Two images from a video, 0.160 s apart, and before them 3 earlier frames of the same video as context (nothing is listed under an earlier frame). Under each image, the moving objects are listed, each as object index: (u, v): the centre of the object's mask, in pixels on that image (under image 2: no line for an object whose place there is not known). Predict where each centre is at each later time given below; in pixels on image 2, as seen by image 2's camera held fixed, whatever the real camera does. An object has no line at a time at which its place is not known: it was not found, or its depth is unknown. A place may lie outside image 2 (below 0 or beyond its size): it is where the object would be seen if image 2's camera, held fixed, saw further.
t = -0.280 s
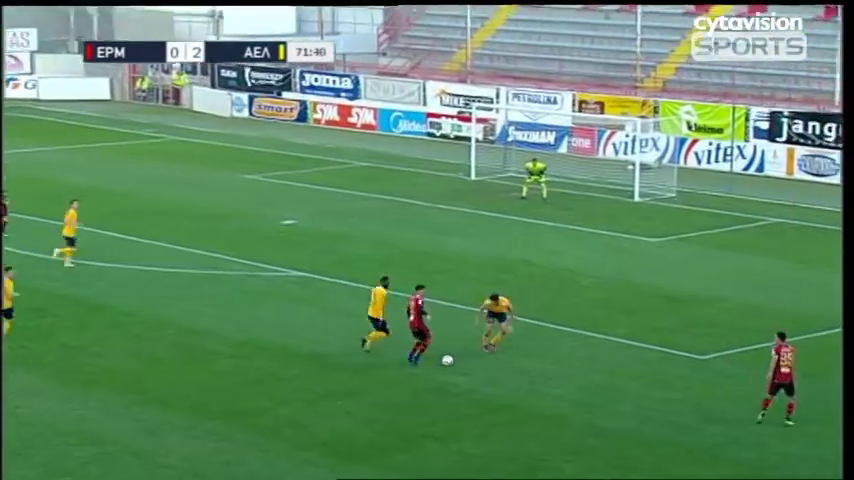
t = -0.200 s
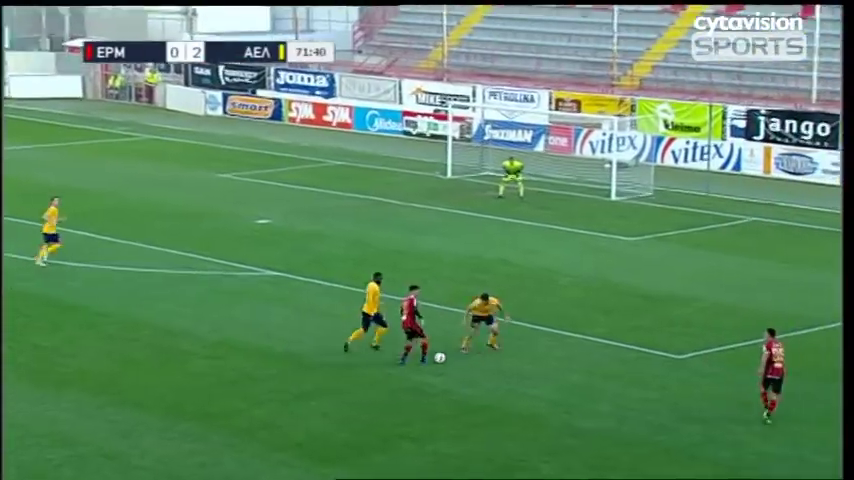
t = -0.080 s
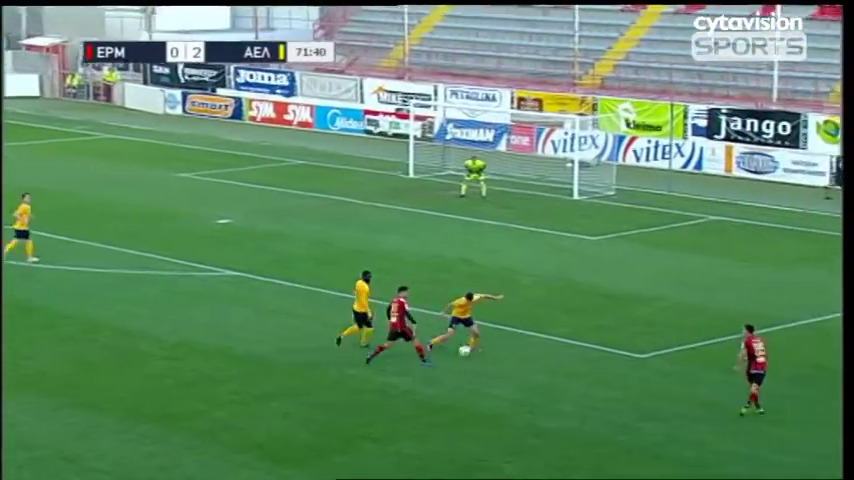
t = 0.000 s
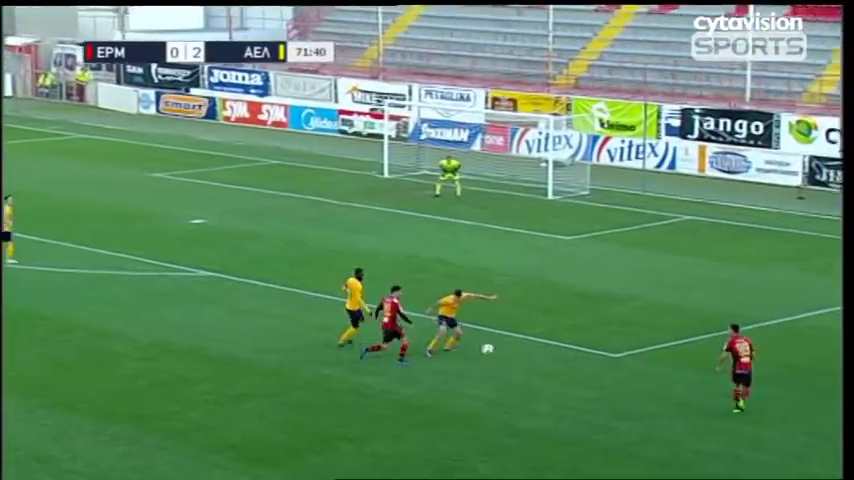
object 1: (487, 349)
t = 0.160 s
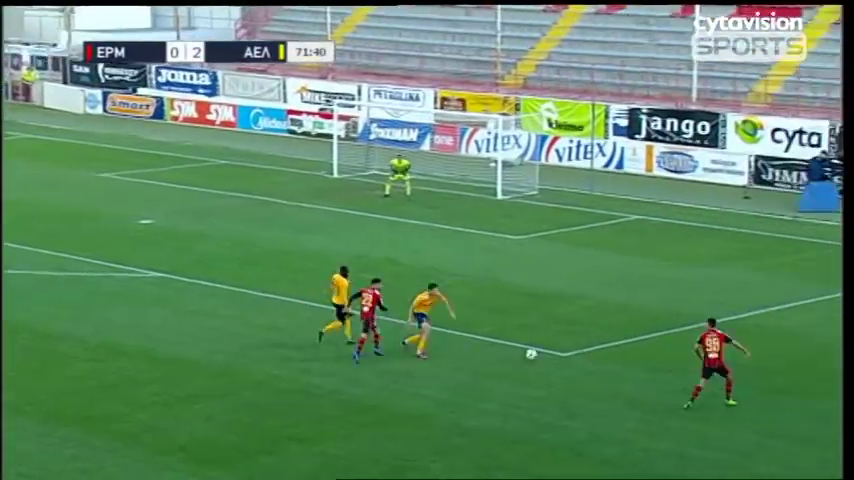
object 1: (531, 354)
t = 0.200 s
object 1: (555, 357)
